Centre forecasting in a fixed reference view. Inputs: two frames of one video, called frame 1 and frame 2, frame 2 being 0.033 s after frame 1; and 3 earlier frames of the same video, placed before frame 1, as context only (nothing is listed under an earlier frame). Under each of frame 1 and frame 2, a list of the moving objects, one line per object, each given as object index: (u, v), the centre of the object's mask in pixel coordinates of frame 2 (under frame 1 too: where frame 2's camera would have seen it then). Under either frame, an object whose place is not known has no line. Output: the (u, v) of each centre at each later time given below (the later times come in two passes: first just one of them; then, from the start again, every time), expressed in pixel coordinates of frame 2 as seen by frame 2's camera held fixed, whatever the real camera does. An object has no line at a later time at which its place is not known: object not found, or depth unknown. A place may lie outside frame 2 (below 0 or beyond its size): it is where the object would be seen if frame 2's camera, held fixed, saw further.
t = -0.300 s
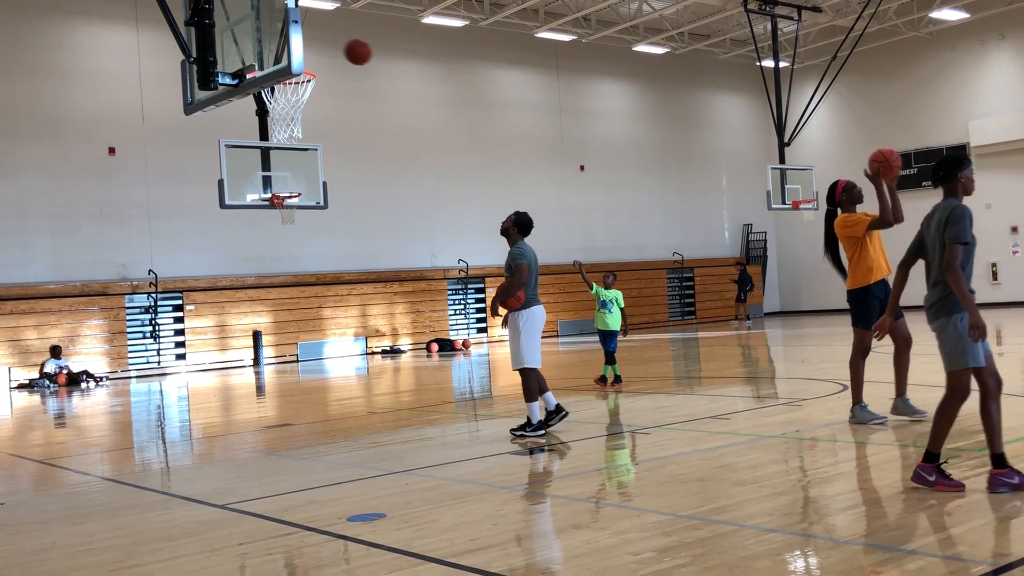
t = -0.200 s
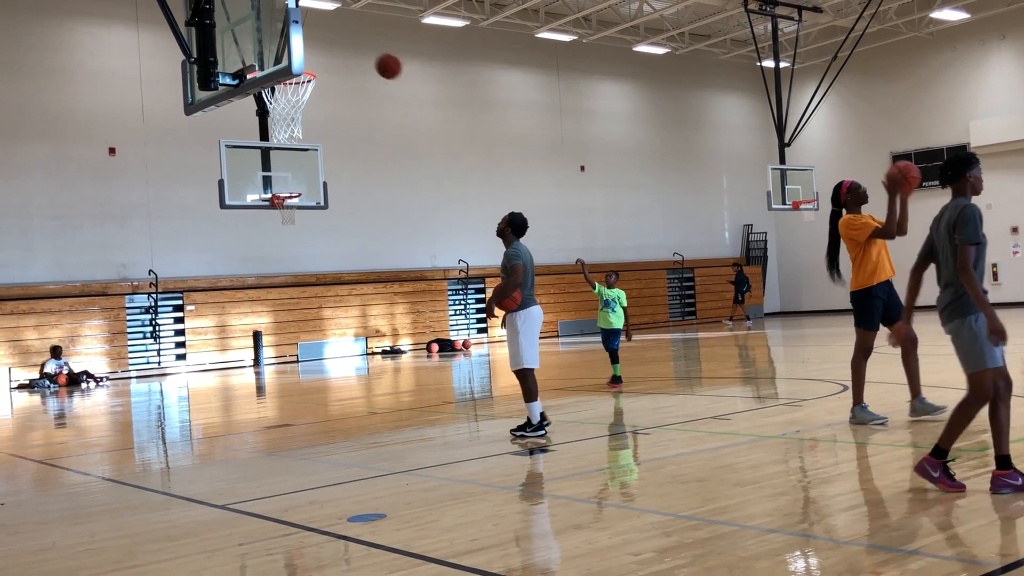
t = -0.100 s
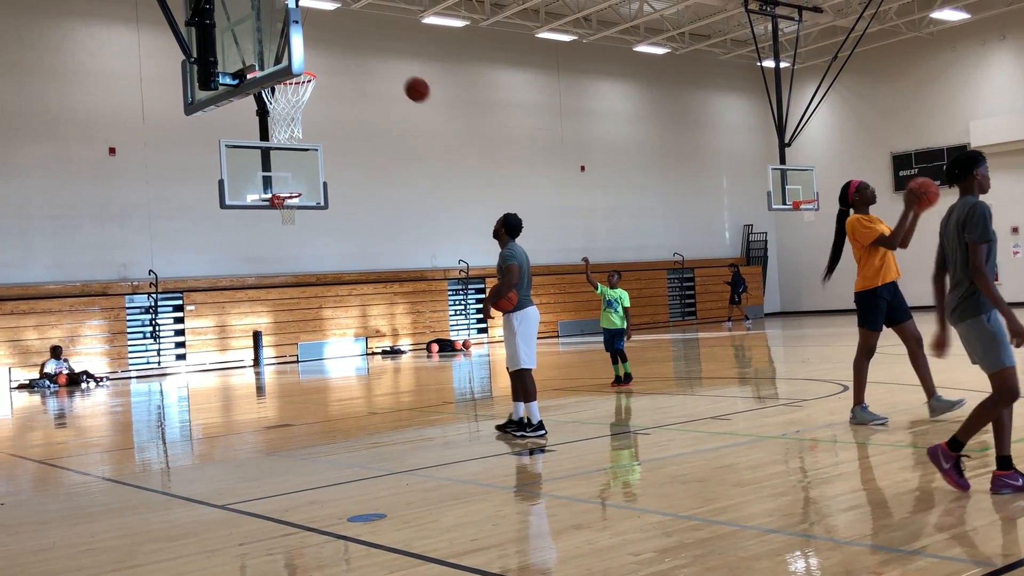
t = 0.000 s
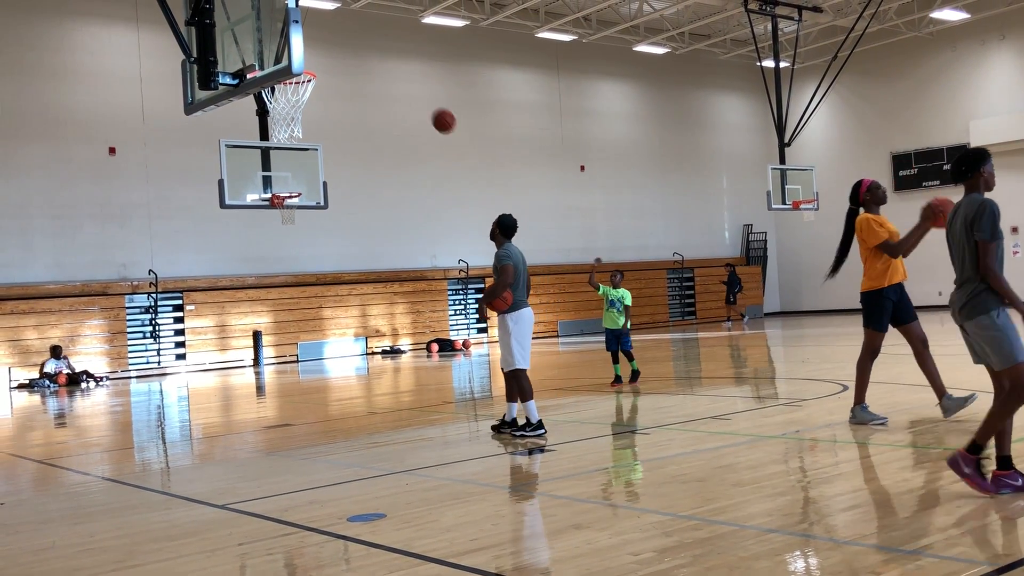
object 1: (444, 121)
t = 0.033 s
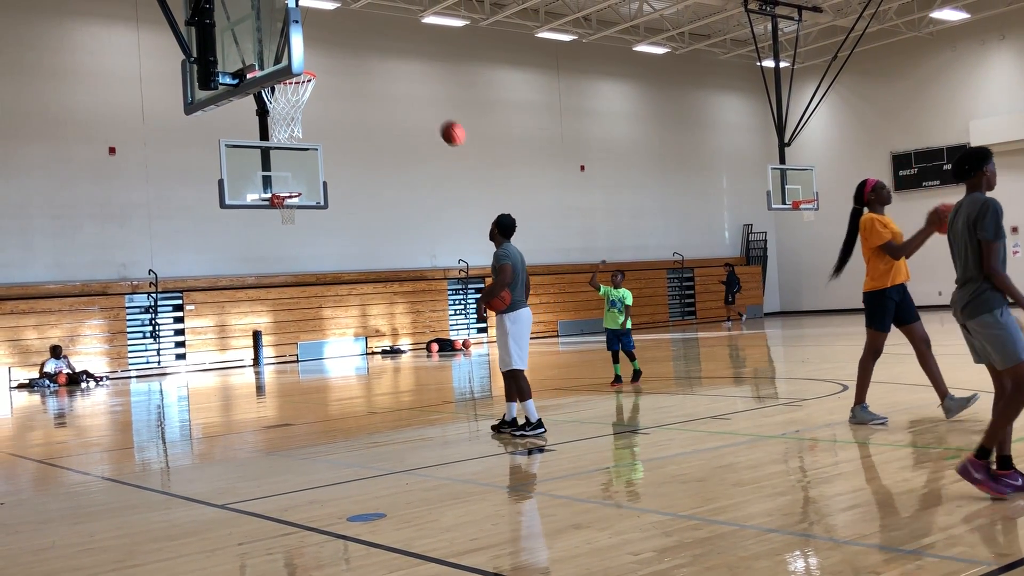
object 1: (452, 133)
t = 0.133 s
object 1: (477, 174)
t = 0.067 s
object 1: (461, 146)
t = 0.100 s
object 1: (469, 159)
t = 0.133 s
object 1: (477, 174)
